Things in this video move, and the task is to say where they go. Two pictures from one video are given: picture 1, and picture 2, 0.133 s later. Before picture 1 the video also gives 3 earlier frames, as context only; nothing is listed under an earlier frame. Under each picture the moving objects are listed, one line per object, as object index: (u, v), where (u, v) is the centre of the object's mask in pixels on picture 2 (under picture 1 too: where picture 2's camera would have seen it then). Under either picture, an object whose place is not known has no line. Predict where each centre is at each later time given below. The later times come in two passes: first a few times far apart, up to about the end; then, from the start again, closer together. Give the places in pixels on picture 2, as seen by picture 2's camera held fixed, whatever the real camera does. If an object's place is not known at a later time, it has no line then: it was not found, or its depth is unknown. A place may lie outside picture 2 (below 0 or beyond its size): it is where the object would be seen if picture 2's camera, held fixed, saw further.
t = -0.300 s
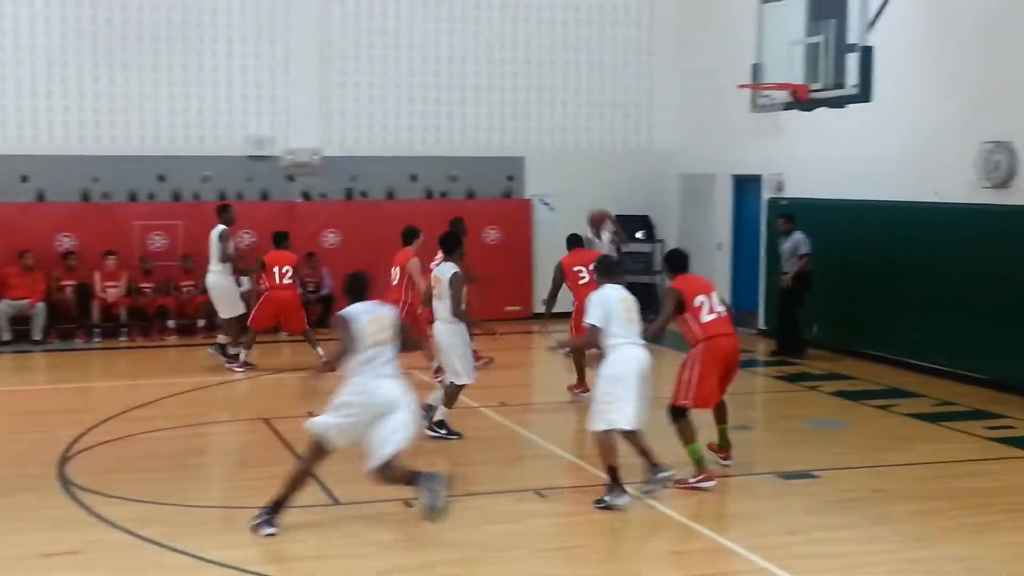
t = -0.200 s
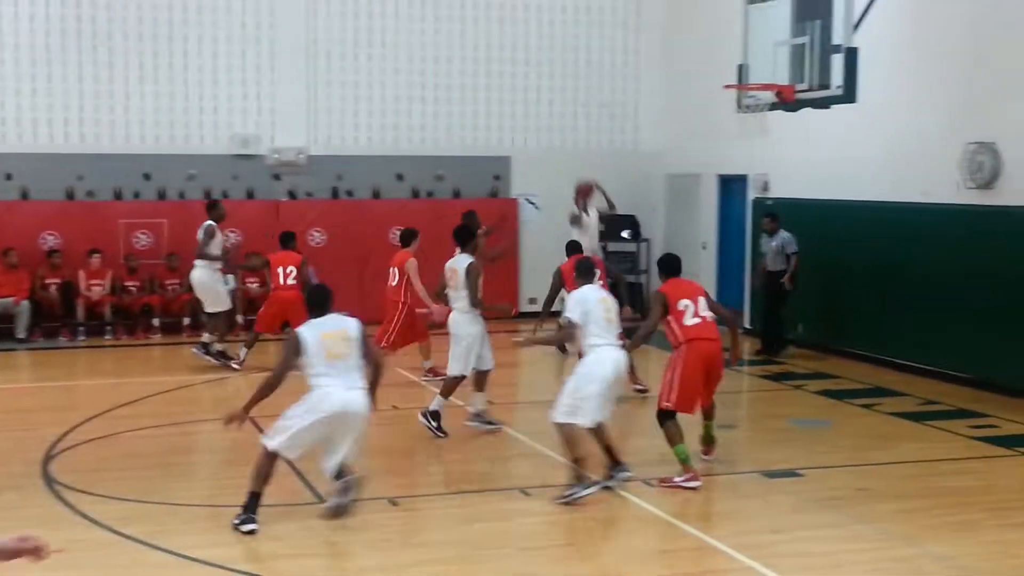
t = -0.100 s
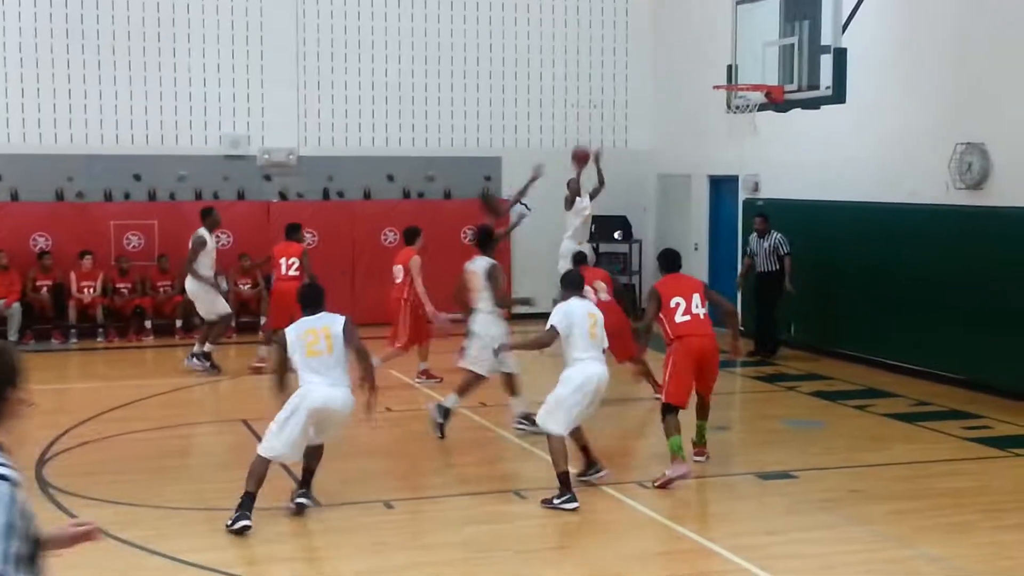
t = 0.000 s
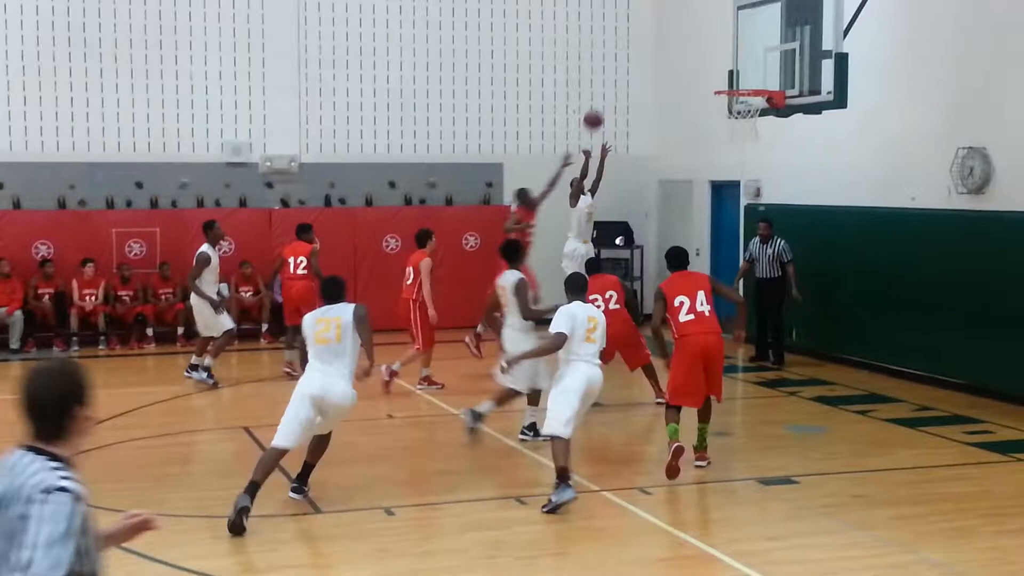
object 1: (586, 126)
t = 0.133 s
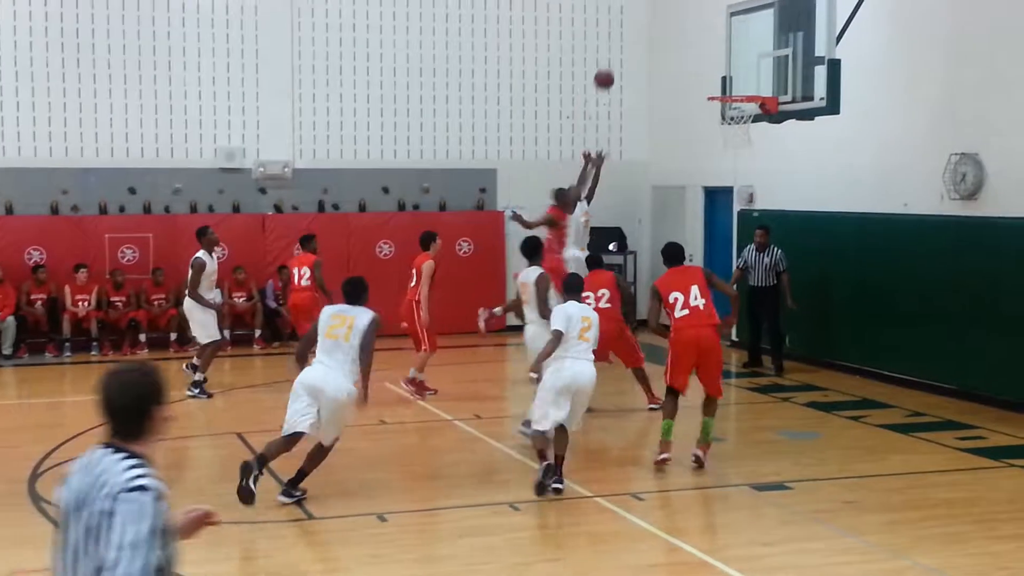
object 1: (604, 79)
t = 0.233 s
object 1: (618, 52)
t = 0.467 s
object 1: (654, 18)
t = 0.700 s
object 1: (691, 36)
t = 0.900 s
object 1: (733, 99)
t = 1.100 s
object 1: (760, 139)
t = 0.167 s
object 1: (610, 69)
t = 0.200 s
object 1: (614, 60)
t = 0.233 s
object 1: (618, 52)
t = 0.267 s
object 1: (622, 44)
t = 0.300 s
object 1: (628, 37)
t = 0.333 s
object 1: (633, 31)
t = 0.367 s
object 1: (638, 27)
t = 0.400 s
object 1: (643, 23)
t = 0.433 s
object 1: (648, 20)
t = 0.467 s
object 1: (654, 18)
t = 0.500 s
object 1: (658, 17)
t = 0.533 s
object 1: (663, 17)
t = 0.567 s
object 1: (668, 18)
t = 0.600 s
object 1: (673, 21)
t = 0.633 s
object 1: (679, 25)
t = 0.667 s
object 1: (685, 30)
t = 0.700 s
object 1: (691, 36)
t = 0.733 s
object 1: (697, 44)
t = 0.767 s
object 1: (703, 52)
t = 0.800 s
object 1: (709, 62)
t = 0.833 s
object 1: (716, 74)
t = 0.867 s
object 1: (722, 86)
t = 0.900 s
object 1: (733, 99)
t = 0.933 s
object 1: (739, 111)
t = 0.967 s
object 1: (747, 121)
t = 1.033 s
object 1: (757, 130)
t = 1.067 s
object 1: (758, 135)
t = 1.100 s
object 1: (760, 139)
